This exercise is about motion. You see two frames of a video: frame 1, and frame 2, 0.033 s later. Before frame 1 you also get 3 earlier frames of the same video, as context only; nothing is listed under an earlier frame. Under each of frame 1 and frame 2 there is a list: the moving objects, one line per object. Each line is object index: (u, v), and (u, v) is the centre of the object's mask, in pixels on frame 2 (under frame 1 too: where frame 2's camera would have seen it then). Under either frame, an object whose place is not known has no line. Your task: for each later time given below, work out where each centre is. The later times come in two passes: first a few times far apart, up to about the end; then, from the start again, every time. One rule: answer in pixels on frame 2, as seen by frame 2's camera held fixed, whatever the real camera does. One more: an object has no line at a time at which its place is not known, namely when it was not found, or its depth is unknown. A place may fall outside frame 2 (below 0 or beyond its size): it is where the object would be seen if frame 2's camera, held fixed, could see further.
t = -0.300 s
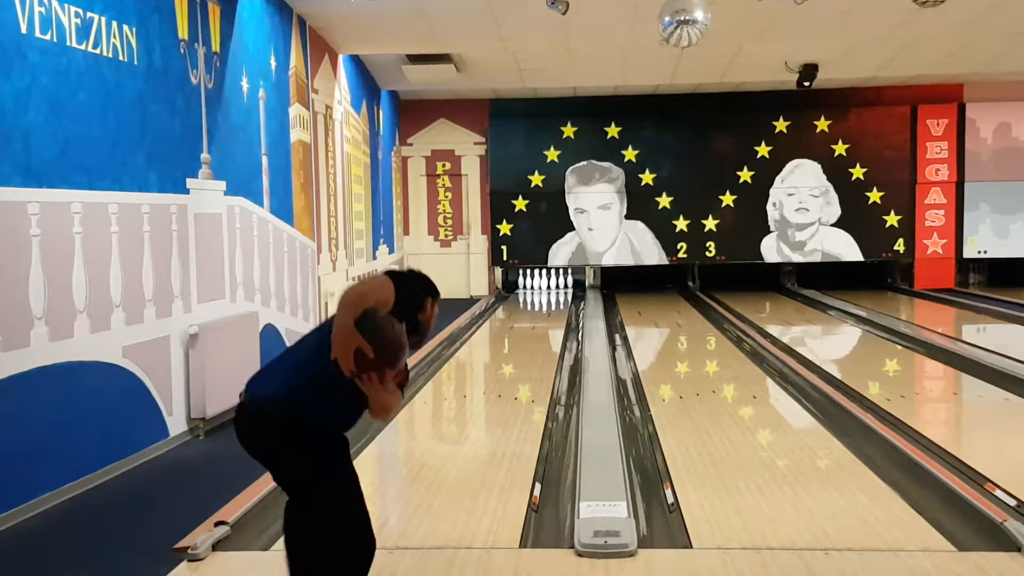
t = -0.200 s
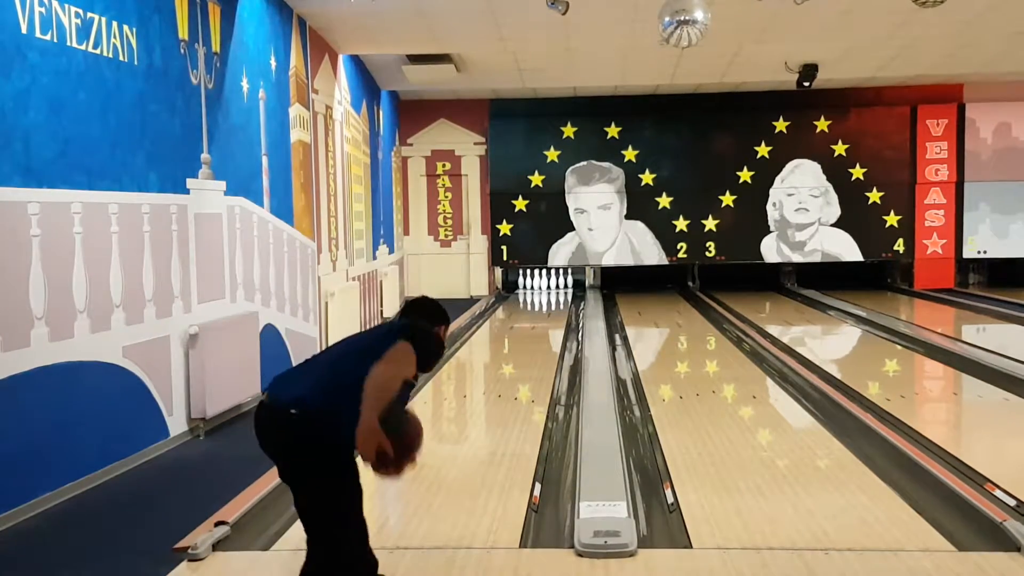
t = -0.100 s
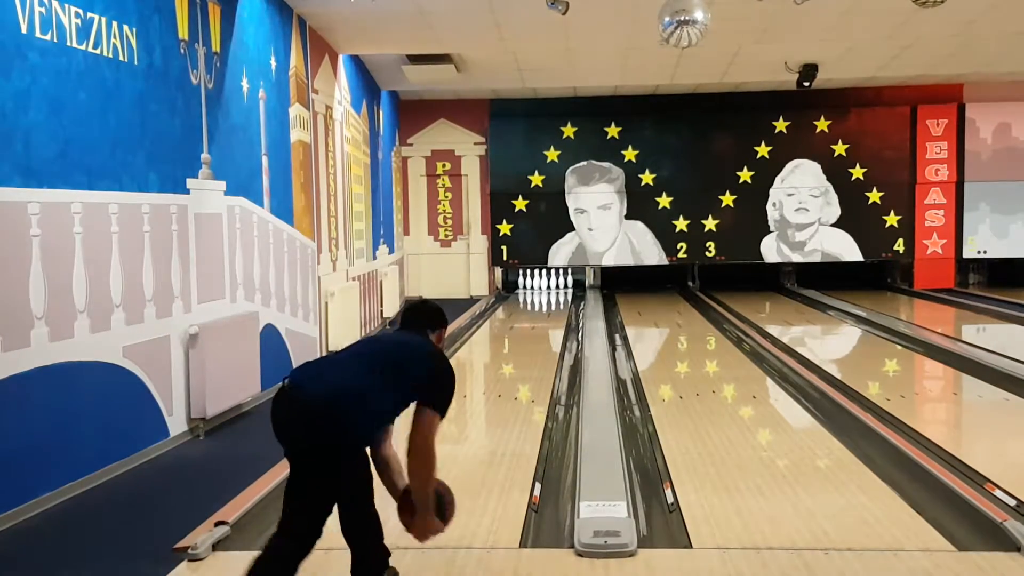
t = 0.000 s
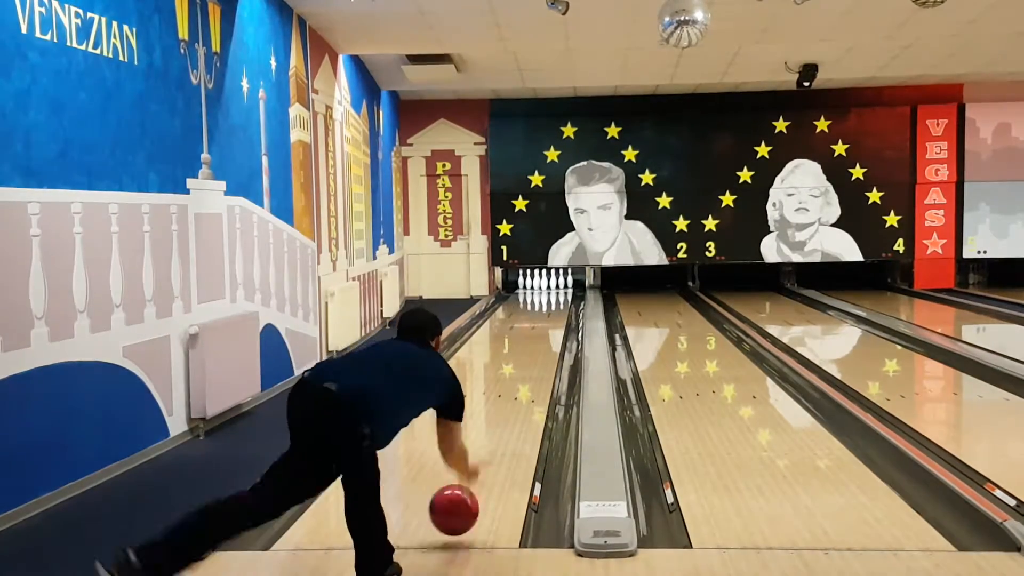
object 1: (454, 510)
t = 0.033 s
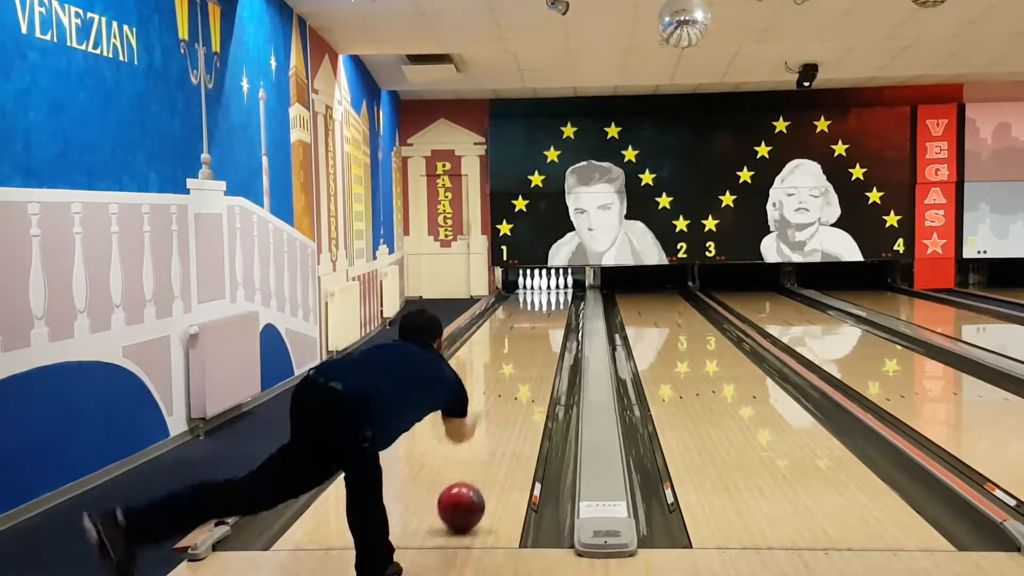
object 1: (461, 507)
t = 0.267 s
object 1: (496, 438)
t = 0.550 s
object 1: (520, 389)
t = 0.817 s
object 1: (534, 359)
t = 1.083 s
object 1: (544, 338)
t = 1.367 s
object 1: (550, 322)
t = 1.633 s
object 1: (553, 310)
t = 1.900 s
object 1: (555, 300)
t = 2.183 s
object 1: (554, 292)
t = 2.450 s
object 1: (552, 286)
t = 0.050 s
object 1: (464, 499)
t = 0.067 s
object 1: (467, 492)
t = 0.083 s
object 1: (470, 487)
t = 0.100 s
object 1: (473, 482)
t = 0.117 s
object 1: (475, 478)
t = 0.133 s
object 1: (478, 473)
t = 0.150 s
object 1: (481, 468)
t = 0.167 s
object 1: (483, 464)
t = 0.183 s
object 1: (486, 459)
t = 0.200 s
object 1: (488, 454)
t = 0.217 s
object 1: (490, 450)
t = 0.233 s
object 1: (492, 446)
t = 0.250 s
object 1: (494, 442)
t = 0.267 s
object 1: (496, 438)
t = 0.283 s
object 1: (498, 435)
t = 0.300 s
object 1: (499, 431)
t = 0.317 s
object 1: (501, 428)
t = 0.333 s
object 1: (503, 424)
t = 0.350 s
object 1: (504, 421)
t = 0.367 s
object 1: (506, 418)
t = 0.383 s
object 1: (507, 415)
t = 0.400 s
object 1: (509, 412)
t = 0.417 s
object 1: (510, 409)
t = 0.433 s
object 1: (512, 406)
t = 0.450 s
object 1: (513, 404)
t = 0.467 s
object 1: (514, 401)
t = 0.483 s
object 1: (515, 398)
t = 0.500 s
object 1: (517, 396)
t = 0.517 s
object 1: (518, 393)
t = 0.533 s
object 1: (519, 391)
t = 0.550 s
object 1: (520, 389)
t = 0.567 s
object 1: (521, 387)
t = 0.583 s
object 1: (522, 385)
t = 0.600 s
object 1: (523, 382)
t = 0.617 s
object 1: (524, 380)
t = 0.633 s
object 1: (525, 379)
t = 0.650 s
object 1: (526, 376)
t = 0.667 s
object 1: (527, 374)
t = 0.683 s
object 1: (528, 372)
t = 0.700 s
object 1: (529, 371)
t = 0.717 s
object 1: (530, 369)
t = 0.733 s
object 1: (530, 367)
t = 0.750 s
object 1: (531, 366)
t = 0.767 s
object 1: (532, 364)
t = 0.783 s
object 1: (533, 362)
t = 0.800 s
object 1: (534, 361)
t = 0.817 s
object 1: (534, 359)
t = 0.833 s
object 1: (535, 357)
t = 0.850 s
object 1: (536, 356)
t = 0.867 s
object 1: (536, 354)
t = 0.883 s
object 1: (537, 353)
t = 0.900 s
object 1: (538, 352)
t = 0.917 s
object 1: (538, 351)
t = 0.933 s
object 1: (539, 349)
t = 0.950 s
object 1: (540, 348)
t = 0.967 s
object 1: (540, 346)
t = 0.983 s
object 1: (541, 345)
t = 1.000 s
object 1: (541, 344)
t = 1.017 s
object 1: (542, 343)
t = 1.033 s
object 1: (542, 342)
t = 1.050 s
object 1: (543, 340)
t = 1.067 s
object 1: (543, 339)
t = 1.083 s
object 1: (544, 338)
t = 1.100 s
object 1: (544, 337)
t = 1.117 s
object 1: (545, 336)
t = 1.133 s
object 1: (545, 335)
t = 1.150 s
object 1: (545, 334)
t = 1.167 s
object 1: (546, 333)
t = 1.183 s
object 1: (546, 332)
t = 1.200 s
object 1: (547, 331)
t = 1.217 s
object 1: (547, 329)
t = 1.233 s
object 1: (547, 328)
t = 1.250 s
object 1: (548, 328)
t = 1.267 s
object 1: (548, 326)
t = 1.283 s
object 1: (548, 326)
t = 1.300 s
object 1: (549, 325)
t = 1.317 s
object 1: (549, 324)
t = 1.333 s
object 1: (549, 323)
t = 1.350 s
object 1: (549, 322)
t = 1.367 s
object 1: (550, 322)
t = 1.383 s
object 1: (550, 321)
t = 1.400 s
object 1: (550, 320)
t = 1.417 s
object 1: (550, 320)
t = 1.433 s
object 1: (551, 319)
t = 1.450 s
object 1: (551, 318)
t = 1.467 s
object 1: (551, 317)
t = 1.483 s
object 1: (551, 316)
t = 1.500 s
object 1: (552, 315)
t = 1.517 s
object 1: (552, 315)
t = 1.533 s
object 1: (552, 314)
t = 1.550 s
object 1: (552, 313)
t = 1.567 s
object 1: (552, 313)
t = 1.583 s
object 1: (553, 312)
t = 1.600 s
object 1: (552, 311)
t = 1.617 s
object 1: (553, 310)
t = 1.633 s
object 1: (553, 310)
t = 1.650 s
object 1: (553, 309)
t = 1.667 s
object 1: (553, 308)
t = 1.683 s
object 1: (553, 308)
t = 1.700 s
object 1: (554, 307)
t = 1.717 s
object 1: (553, 306)
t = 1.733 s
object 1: (553, 306)
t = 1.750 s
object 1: (554, 305)
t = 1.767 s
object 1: (554, 305)
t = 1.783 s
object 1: (554, 304)
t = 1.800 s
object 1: (554, 304)
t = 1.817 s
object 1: (554, 303)
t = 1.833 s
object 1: (555, 303)
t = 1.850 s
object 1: (554, 302)
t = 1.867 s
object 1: (554, 302)
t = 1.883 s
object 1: (554, 301)
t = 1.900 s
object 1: (555, 300)
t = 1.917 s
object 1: (554, 300)
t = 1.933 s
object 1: (555, 300)
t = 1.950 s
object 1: (555, 299)
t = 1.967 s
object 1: (555, 299)
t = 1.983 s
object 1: (555, 298)
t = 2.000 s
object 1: (555, 297)
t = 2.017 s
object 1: (555, 297)
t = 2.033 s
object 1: (555, 297)
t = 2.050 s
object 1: (555, 296)
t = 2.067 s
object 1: (555, 296)
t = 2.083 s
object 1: (554, 295)
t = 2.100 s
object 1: (555, 295)
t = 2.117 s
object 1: (554, 294)
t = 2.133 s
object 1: (555, 294)
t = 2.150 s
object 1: (554, 293)
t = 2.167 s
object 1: (554, 293)
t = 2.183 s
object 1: (554, 292)
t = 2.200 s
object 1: (554, 292)
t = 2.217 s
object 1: (554, 292)
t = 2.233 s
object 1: (554, 291)
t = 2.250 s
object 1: (554, 291)
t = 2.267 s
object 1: (554, 290)
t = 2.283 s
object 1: (554, 290)
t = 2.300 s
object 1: (553, 289)
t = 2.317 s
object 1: (553, 289)
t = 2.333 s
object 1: (553, 289)
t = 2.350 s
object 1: (553, 288)
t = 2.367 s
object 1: (553, 288)
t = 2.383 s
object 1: (553, 288)
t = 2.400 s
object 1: (553, 287)
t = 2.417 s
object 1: (553, 287)
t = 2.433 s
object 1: (552, 287)
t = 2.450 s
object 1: (552, 286)
